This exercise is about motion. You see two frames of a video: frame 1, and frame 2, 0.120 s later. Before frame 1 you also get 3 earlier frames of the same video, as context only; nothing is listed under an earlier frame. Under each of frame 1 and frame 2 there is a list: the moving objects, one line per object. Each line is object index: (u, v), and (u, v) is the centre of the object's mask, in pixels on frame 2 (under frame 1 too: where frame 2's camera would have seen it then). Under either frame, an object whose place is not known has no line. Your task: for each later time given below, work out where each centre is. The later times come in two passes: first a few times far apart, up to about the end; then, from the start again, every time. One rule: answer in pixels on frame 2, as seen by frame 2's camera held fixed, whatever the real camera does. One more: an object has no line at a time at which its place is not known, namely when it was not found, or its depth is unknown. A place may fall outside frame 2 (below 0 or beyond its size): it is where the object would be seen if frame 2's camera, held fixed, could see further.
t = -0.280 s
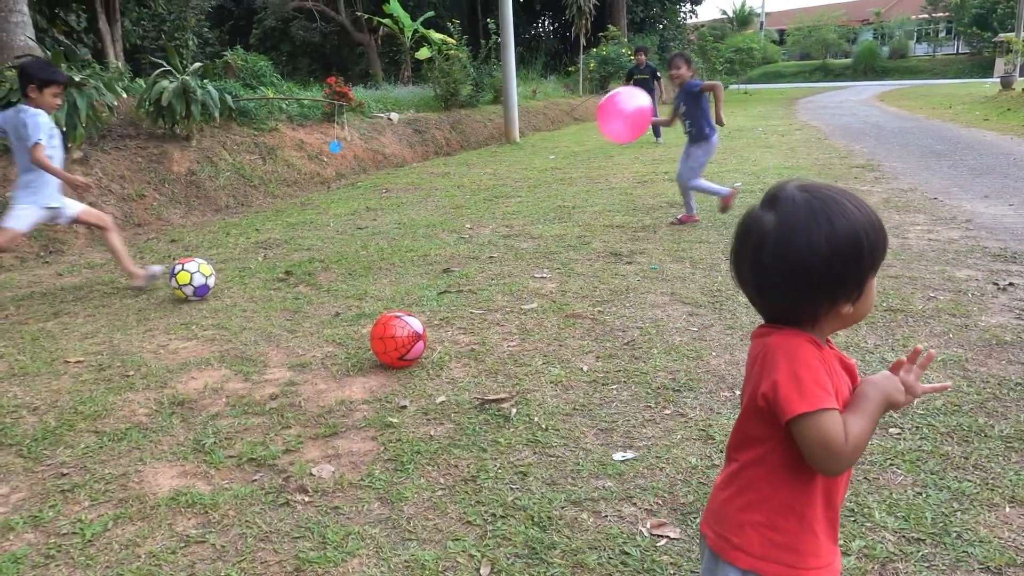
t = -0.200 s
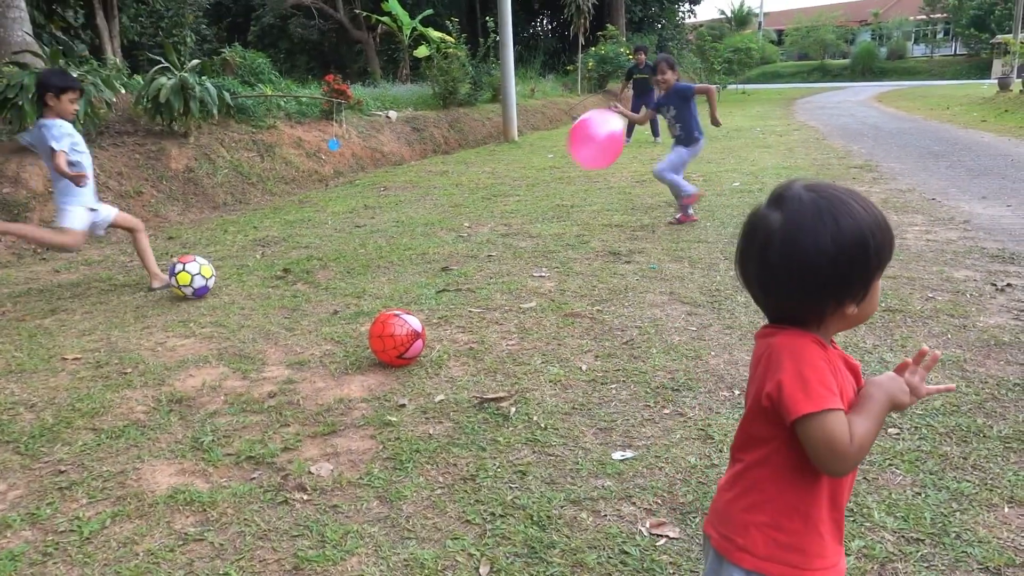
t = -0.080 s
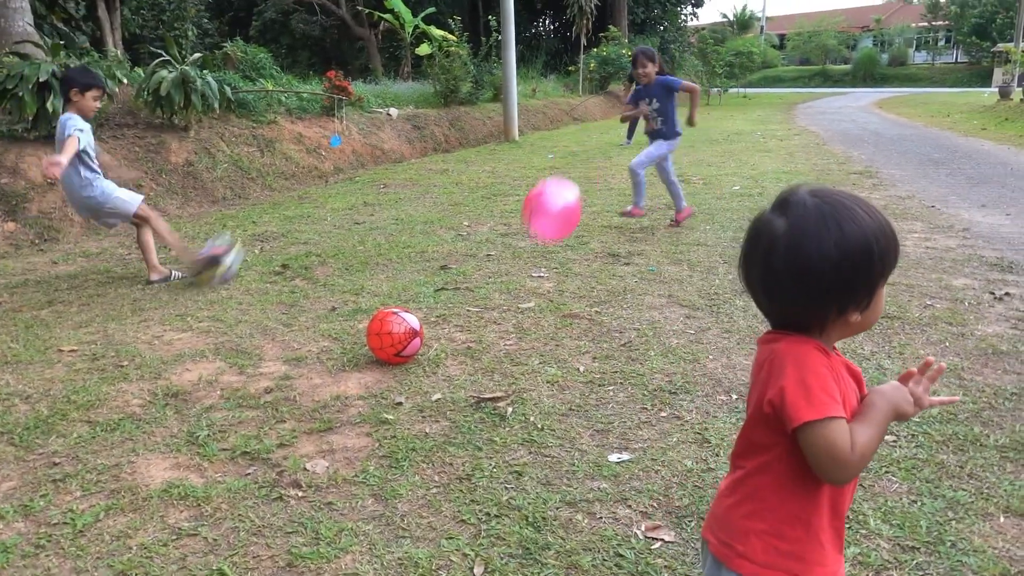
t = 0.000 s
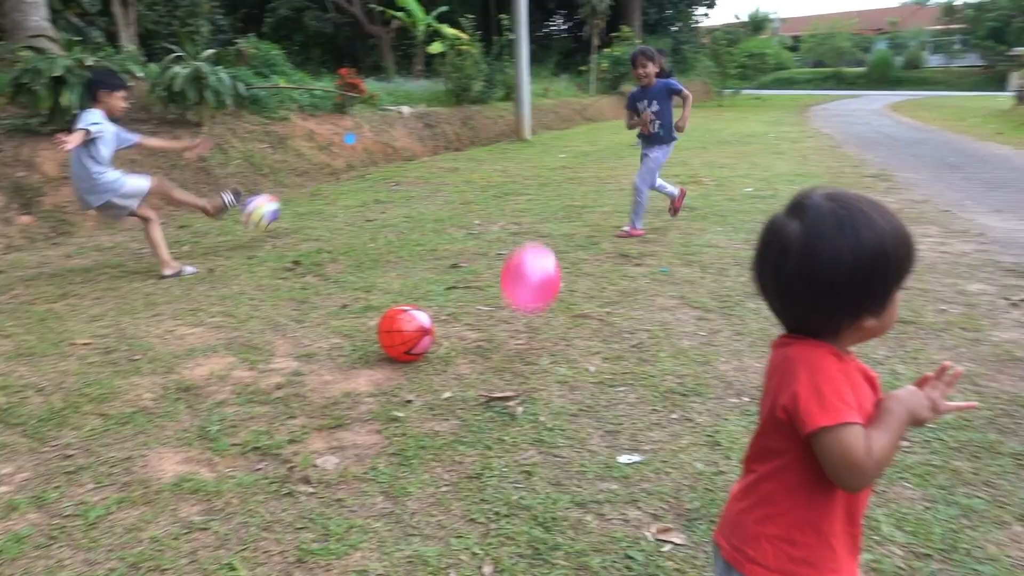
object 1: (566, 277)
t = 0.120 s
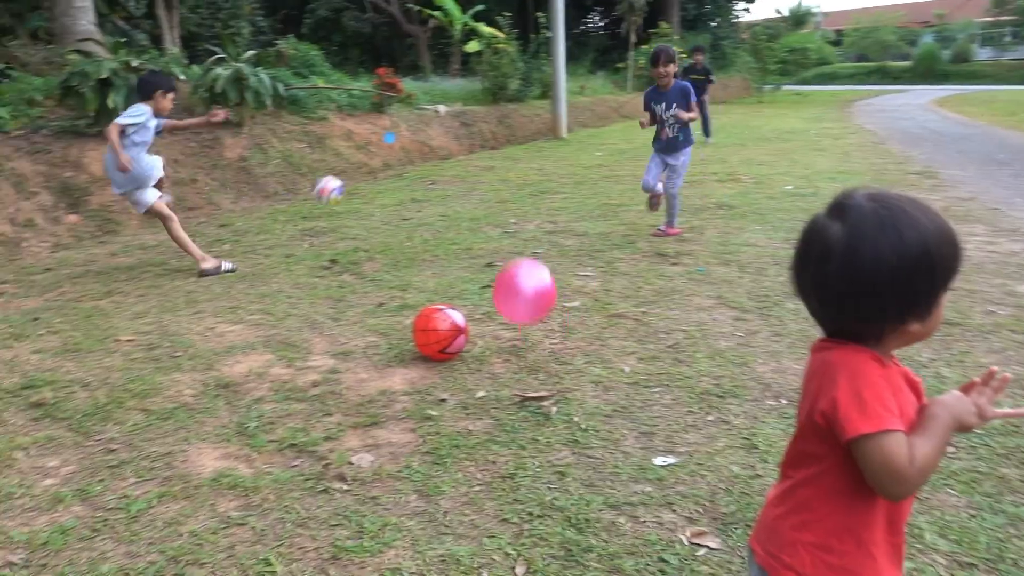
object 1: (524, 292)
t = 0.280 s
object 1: (470, 203)
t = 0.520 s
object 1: (369, 188)
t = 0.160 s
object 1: (512, 265)
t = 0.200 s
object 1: (499, 241)
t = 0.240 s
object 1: (485, 220)
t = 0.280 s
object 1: (470, 203)
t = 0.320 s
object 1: (454, 189)
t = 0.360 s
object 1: (438, 179)
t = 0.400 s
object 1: (421, 174)
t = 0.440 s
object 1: (404, 174)
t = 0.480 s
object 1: (387, 179)
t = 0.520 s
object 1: (369, 188)
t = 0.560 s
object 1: (350, 204)
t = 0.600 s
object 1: (332, 225)
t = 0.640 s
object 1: (314, 252)
